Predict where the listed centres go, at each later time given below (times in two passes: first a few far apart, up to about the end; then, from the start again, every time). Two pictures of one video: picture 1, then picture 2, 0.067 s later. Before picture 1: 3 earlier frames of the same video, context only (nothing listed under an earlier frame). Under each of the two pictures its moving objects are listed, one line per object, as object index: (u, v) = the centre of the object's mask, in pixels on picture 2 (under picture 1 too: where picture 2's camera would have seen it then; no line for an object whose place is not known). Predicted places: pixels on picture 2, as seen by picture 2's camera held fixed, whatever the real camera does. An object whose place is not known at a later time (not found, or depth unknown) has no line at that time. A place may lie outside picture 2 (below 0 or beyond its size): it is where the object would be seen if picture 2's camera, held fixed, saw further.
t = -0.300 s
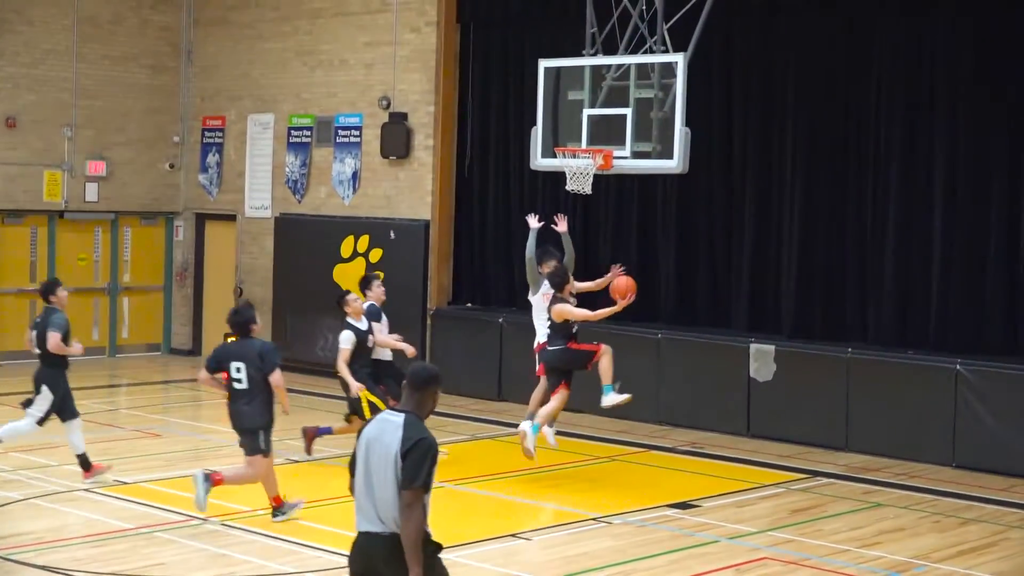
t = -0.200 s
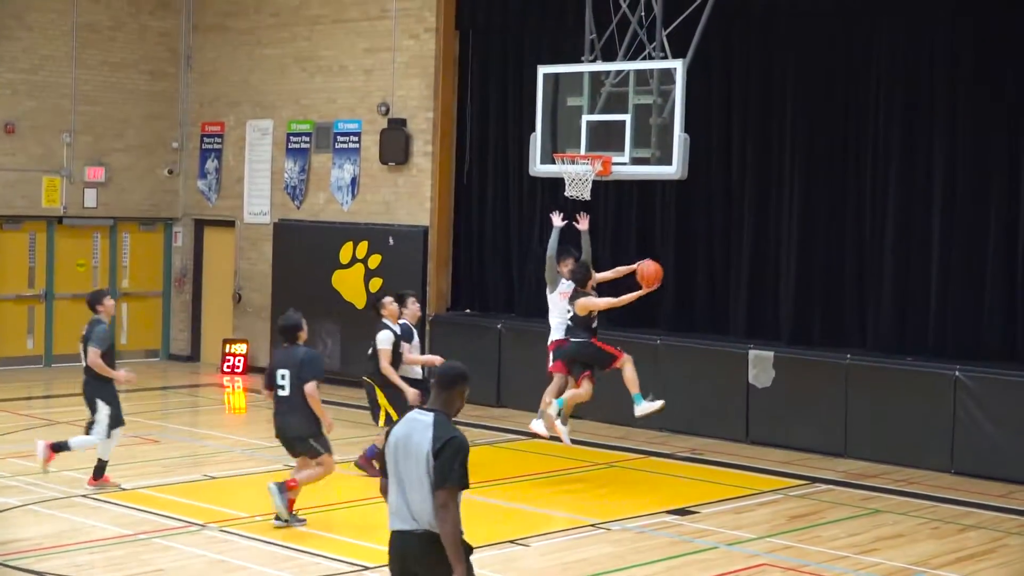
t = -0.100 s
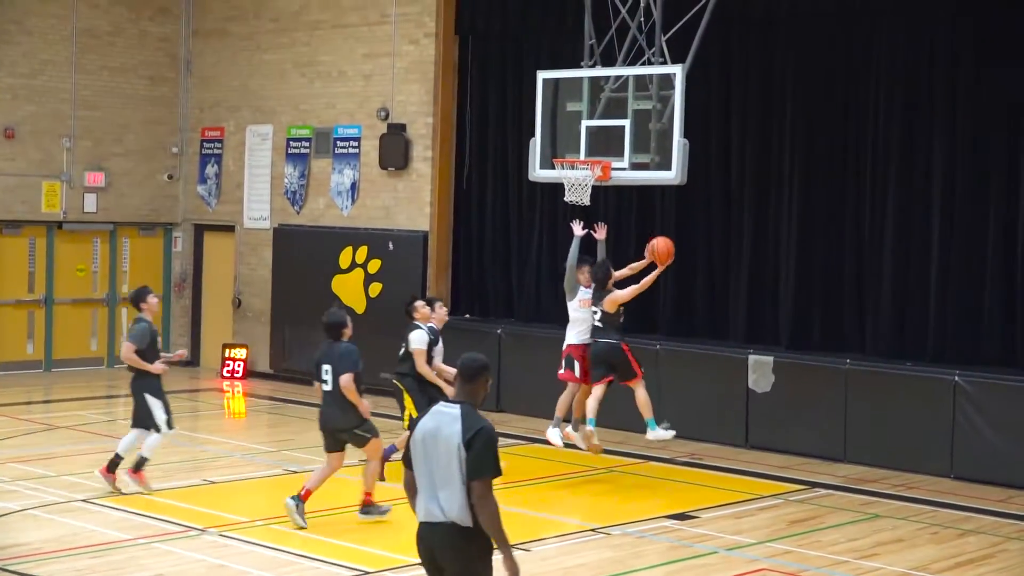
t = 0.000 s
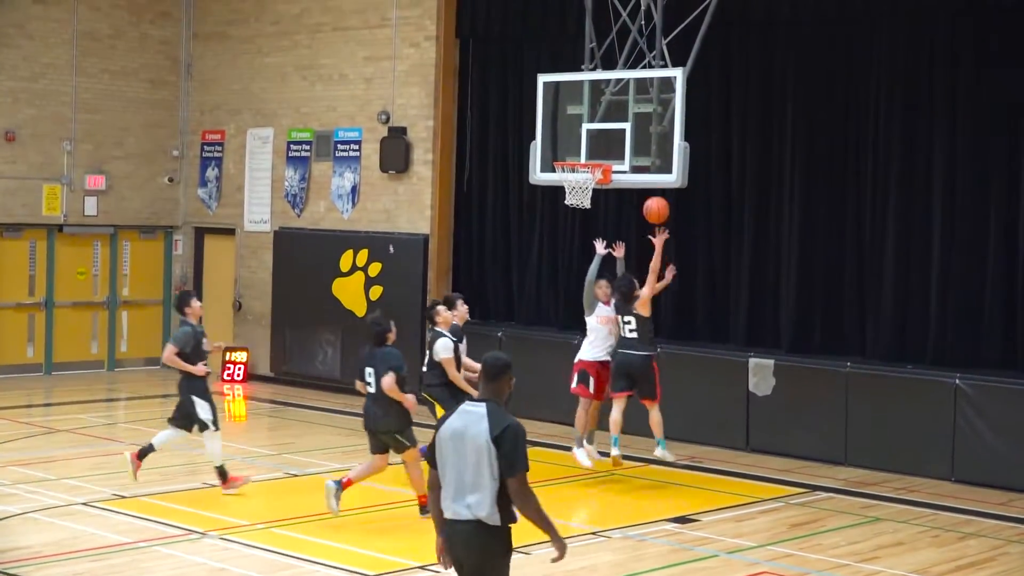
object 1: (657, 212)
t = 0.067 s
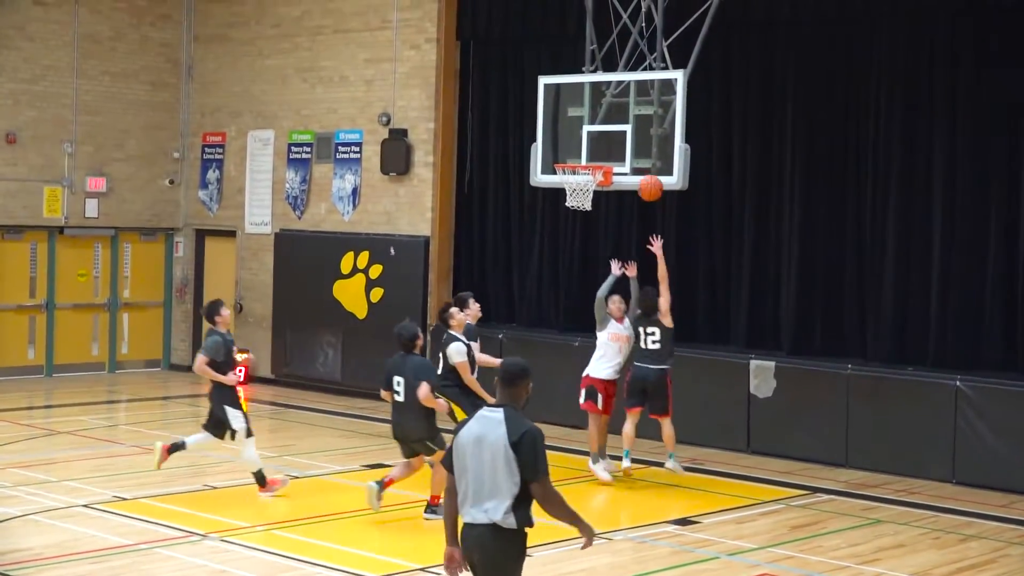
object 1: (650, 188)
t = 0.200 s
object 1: (637, 155)
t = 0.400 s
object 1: (604, 148)
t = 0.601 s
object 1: (564, 180)
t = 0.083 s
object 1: (648, 183)
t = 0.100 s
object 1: (647, 178)
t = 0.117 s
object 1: (645, 173)
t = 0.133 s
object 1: (644, 168)
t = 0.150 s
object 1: (642, 165)
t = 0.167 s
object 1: (640, 161)
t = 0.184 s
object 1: (638, 158)
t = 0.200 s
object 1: (637, 155)
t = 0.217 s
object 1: (635, 151)
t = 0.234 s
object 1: (633, 149)
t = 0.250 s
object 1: (631, 147)
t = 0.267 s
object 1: (630, 145)
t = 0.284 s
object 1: (626, 145)
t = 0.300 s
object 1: (623, 144)
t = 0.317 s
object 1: (620, 144)
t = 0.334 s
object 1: (616, 144)
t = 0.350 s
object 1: (613, 144)
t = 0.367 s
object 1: (610, 145)
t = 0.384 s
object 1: (607, 146)
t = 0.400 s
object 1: (604, 148)
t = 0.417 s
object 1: (601, 149)
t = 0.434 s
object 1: (597, 151)
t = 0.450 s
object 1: (594, 153)
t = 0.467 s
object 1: (591, 155)
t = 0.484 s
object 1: (587, 156)
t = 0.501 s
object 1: (584, 158)
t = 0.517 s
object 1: (581, 159)
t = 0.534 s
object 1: (577, 168)
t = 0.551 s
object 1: (572, 172)
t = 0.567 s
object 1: (570, 176)
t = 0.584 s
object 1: (567, 178)
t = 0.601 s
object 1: (564, 180)
